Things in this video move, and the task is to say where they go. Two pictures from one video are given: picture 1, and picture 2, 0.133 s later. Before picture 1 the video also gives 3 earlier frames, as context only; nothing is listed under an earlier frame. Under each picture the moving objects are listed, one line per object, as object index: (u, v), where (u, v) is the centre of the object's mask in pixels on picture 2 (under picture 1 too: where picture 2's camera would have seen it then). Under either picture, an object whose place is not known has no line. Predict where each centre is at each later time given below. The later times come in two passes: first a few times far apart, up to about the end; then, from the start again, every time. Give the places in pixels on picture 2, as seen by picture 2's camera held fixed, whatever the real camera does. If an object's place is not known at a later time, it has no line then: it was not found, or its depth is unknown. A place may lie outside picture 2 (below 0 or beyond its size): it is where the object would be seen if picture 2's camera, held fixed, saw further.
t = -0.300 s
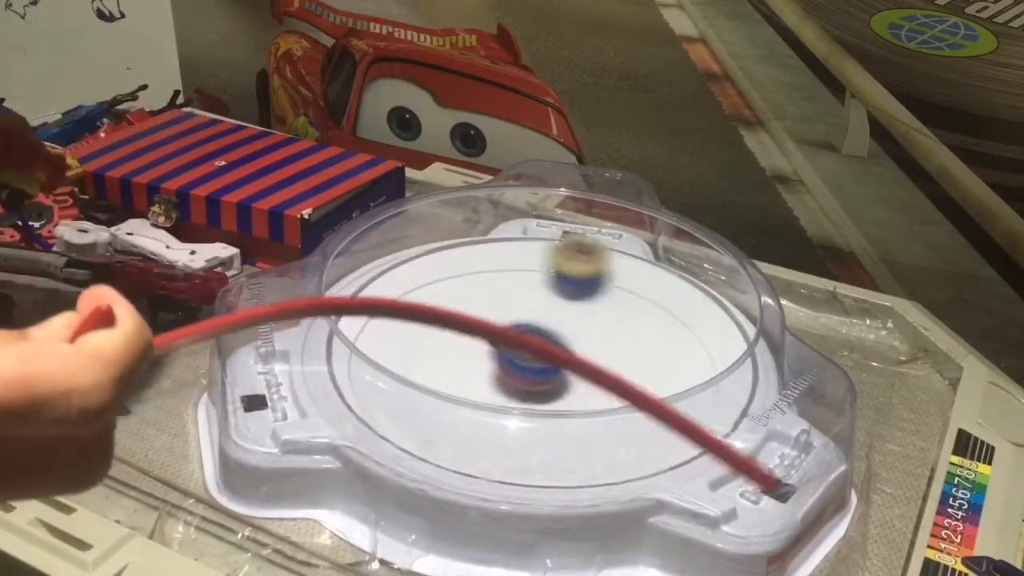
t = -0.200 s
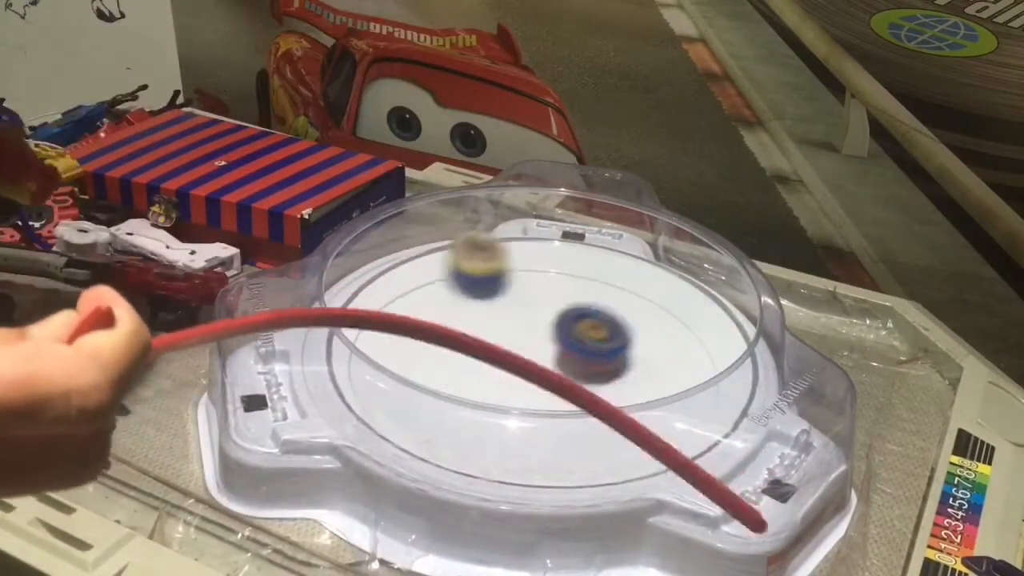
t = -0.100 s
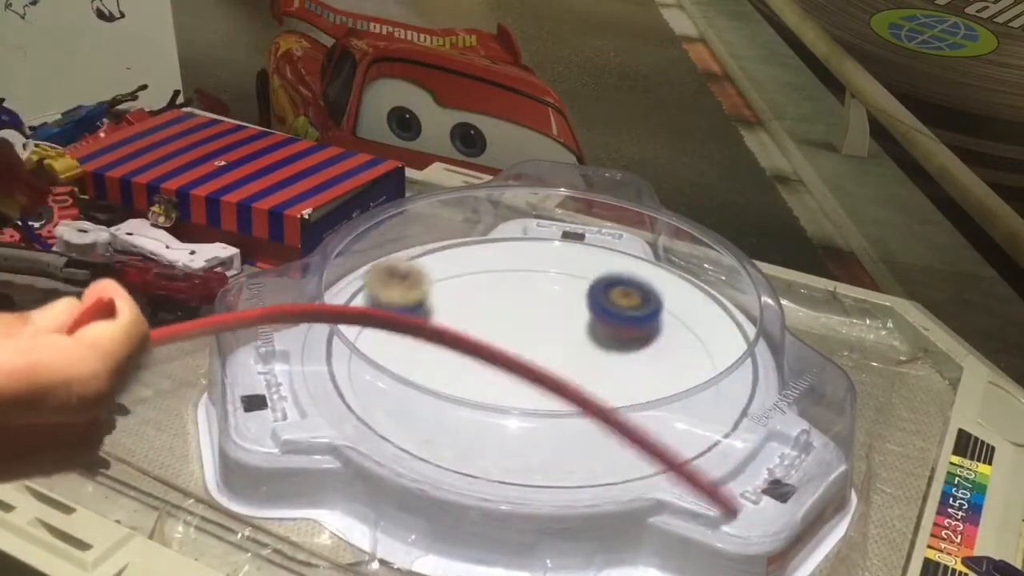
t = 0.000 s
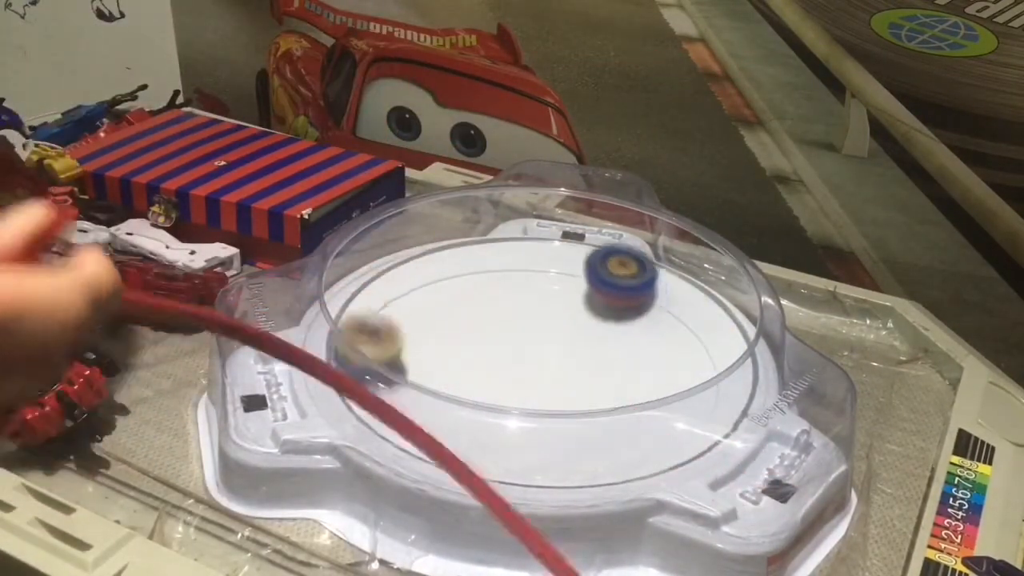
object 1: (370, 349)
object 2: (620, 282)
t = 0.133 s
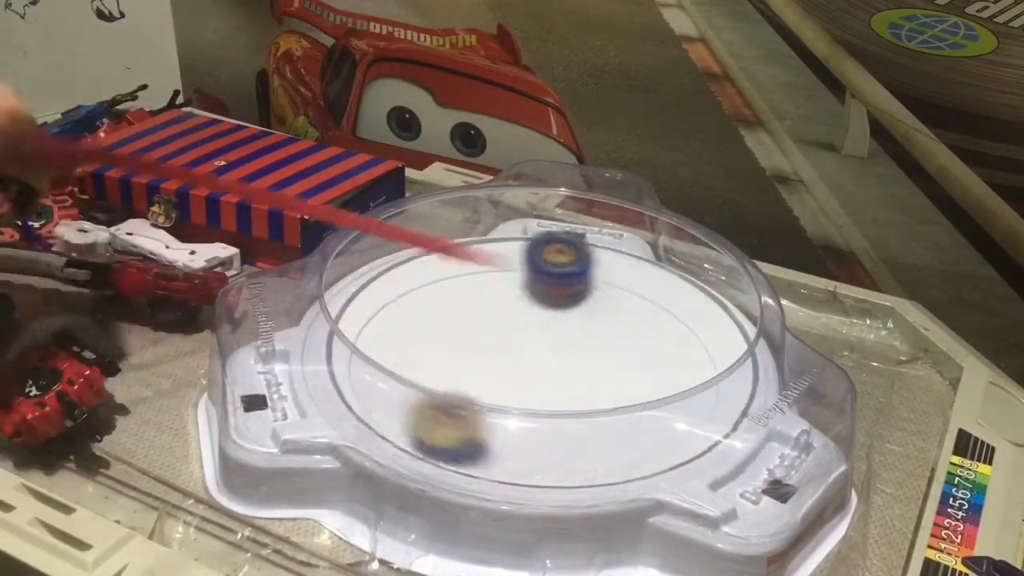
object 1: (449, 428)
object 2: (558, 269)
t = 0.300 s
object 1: (648, 439)
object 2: (443, 298)
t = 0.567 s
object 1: (662, 301)
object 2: (560, 436)
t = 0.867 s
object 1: (427, 306)
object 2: (680, 311)
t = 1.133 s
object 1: (474, 443)
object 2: (455, 293)
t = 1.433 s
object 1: (696, 376)
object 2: (552, 459)
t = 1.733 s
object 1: (505, 287)
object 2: (671, 340)
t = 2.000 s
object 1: (374, 363)
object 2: (393, 291)
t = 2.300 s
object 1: (609, 431)
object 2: (502, 444)
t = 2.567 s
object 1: (659, 290)
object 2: (654, 361)
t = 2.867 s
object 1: (542, 214)
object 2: (427, 311)
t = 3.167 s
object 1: (577, 220)
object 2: (480, 433)
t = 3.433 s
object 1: (567, 219)
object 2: (661, 345)
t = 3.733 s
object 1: (577, 222)
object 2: (462, 267)
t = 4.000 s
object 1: (576, 221)
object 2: (430, 399)
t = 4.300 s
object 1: (576, 221)
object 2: (705, 373)
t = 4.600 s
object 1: (577, 221)
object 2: (548, 271)
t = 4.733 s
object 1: (576, 221)
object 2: (445, 306)
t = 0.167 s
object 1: (486, 440)
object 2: (535, 270)
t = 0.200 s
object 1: (527, 447)
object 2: (510, 272)
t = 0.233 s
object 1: (572, 450)
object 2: (485, 277)
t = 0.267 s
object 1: (610, 450)
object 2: (461, 285)
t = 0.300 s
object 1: (648, 439)
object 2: (443, 298)
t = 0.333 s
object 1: (679, 424)
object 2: (430, 314)
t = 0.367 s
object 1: (694, 407)
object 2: (424, 334)
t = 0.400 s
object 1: (703, 389)
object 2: (426, 354)
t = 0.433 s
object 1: (710, 368)
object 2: (438, 377)
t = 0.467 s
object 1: (707, 349)
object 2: (459, 396)
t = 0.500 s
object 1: (697, 332)
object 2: (485, 415)
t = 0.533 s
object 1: (682, 315)
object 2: (521, 428)
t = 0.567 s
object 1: (662, 301)
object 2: (560, 436)
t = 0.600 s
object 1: (639, 288)
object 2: (603, 441)
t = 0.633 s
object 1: (612, 279)
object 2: (646, 438)
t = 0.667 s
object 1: (585, 273)
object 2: (668, 421)
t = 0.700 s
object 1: (556, 272)
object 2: (682, 409)
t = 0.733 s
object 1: (527, 273)
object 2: (694, 390)
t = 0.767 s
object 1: (498, 277)
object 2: (703, 370)
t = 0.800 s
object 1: (472, 284)
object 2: (708, 348)
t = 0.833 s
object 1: (447, 294)
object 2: (695, 329)
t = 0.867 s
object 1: (427, 306)
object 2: (680, 311)
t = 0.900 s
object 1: (410, 322)
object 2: (659, 297)
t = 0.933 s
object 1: (400, 339)
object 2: (634, 285)
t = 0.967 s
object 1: (394, 356)
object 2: (604, 275)
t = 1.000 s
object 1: (396, 376)
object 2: (574, 269)
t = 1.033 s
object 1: (405, 395)
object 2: (543, 268)
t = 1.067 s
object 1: (422, 412)
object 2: (512, 272)
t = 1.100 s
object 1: (445, 428)
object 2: (482, 280)
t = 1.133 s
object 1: (474, 443)
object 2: (455, 293)
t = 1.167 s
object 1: (506, 449)
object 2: (432, 309)
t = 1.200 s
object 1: (543, 456)
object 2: (414, 328)
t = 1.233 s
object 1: (579, 455)
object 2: (404, 350)
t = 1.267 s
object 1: (614, 451)
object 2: (401, 373)
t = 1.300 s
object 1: (645, 444)
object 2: (410, 397)
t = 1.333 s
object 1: (670, 428)
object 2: (429, 418)
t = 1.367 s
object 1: (685, 413)
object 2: (459, 436)
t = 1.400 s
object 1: (694, 396)
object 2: (503, 446)
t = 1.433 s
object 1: (696, 376)
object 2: (552, 459)
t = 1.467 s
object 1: (689, 360)
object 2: (599, 458)
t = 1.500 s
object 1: (678, 344)
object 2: (648, 452)
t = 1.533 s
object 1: (661, 330)
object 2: (692, 438)
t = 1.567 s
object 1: (639, 317)
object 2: (726, 422)
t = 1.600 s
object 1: (617, 307)
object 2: (752, 403)
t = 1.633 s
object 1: (589, 298)
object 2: (749, 380)
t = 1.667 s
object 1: (562, 292)
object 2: (724, 368)
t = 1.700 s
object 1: (532, 289)
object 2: (698, 355)
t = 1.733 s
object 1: (505, 287)
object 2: (671, 340)
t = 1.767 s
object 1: (478, 288)
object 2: (638, 327)
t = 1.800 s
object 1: (454, 291)
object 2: (604, 315)
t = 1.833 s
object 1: (431, 297)
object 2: (567, 305)
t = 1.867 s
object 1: (411, 306)
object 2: (530, 297)
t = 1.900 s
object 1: (394, 317)
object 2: (494, 291)
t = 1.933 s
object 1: (382, 329)
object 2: (457, 288)
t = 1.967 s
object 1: (375, 346)
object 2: (423, 288)
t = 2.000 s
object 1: (374, 363)
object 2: (393, 291)
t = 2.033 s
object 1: (381, 379)
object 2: (382, 304)
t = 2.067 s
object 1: (394, 396)
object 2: (373, 324)
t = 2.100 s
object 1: (418, 413)
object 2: (364, 342)
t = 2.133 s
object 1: (445, 426)
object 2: (368, 365)
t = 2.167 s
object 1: (476, 436)
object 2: (380, 386)
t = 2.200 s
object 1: (511, 442)
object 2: (402, 406)
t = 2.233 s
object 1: (548, 443)
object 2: (432, 422)
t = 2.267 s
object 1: (580, 439)
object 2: (464, 435)
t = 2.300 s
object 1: (609, 431)
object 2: (502, 444)
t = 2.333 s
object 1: (634, 420)
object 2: (541, 446)
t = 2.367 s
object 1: (652, 406)
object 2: (578, 443)
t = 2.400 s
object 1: (666, 389)
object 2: (614, 434)
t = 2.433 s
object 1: (675, 373)
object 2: (639, 422)
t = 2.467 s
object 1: (677, 353)
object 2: (658, 404)
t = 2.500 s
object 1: (669, 359)
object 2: (666, 385)
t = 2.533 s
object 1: (667, 313)
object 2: (662, 370)
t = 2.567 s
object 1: (659, 290)
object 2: (654, 361)
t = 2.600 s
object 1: (643, 269)
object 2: (639, 349)
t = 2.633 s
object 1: (627, 251)
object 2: (618, 337)
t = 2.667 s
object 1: (612, 238)
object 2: (594, 327)
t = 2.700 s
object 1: (593, 231)
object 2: (566, 318)
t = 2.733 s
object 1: (577, 226)
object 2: (536, 312)
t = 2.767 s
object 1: (561, 221)
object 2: (508, 307)
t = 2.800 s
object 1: (546, 219)
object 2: (480, 306)
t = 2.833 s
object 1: (537, 214)
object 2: (452, 307)
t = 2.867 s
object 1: (542, 214)
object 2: (427, 311)
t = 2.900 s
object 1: (543, 214)
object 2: (404, 318)
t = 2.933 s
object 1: (546, 213)
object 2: (385, 327)
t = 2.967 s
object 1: (549, 214)
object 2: (373, 341)
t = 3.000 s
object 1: (551, 215)
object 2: (366, 357)
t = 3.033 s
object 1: (555, 216)
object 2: (373, 375)
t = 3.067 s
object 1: (558, 216)
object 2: (390, 393)
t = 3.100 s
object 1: (563, 216)
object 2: (415, 410)
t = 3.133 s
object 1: (569, 217)
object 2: (444, 423)
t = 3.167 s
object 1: (577, 220)
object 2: (480, 433)
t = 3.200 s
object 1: (581, 220)
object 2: (518, 437)
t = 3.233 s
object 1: (581, 220)
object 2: (555, 436)
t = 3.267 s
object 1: (580, 220)
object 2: (589, 431)
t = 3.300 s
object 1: (578, 220)
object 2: (618, 419)
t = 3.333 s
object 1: (576, 219)
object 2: (639, 404)
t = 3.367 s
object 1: (572, 220)
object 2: (655, 385)
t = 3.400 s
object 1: (570, 220)
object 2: (661, 365)
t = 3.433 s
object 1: (567, 219)
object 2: (661, 345)
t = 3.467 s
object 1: (566, 220)
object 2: (654, 326)
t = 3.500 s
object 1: (564, 220)
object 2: (641, 308)
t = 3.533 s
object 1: (564, 220)
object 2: (623, 292)
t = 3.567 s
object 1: (566, 220)
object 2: (602, 279)
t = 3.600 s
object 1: (566, 217)
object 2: (576, 268)
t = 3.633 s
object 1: (573, 216)
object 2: (549, 260)
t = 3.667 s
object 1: (573, 220)
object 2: (522, 260)
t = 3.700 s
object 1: (576, 221)
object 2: (492, 264)
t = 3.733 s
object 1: (577, 222)
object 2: (462, 267)
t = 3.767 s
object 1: (576, 221)
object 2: (435, 274)
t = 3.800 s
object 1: (576, 221)
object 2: (412, 286)
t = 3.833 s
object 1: (576, 221)
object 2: (396, 301)
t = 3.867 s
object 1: (576, 221)
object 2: (385, 318)
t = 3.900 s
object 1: (576, 221)
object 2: (384, 339)
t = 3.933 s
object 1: (576, 221)
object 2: (389, 360)
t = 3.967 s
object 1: (576, 221)
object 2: (406, 381)
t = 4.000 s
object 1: (576, 221)
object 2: (430, 399)
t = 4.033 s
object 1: (576, 221)
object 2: (462, 415)
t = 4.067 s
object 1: (576, 221)
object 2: (498, 426)
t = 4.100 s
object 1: (576, 221)
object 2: (535, 432)
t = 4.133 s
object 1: (576, 221)
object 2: (574, 432)
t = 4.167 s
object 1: (576, 221)
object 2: (611, 428)
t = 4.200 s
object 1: (576, 221)
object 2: (644, 419)
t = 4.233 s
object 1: (576, 221)
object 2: (670, 407)
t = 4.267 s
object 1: (576, 221)
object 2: (692, 392)
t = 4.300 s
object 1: (576, 221)
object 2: (705, 373)
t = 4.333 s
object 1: (576, 221)
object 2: (711, 355)
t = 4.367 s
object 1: (576, 221)
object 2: (702, 338)
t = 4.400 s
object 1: (576, 221)
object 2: (689, 323)
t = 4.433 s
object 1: (576, 221)
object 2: (674, 307)
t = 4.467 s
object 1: (576, 221)
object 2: (656, 293)
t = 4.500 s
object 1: (576, 221)
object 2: (630, 282)
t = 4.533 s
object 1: (575, 221)
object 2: (605, 274)
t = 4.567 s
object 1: (576, 219)
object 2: (576, 271)
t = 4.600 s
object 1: (577, 221)
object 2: (548, 271)
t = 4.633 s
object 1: (576, 221)
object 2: (519, 275)
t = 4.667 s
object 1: (576, 221)
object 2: (492, 282)
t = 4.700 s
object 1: (576, 221)
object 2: (467, 293)
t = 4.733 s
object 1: (576, 221)
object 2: (445, 306)
